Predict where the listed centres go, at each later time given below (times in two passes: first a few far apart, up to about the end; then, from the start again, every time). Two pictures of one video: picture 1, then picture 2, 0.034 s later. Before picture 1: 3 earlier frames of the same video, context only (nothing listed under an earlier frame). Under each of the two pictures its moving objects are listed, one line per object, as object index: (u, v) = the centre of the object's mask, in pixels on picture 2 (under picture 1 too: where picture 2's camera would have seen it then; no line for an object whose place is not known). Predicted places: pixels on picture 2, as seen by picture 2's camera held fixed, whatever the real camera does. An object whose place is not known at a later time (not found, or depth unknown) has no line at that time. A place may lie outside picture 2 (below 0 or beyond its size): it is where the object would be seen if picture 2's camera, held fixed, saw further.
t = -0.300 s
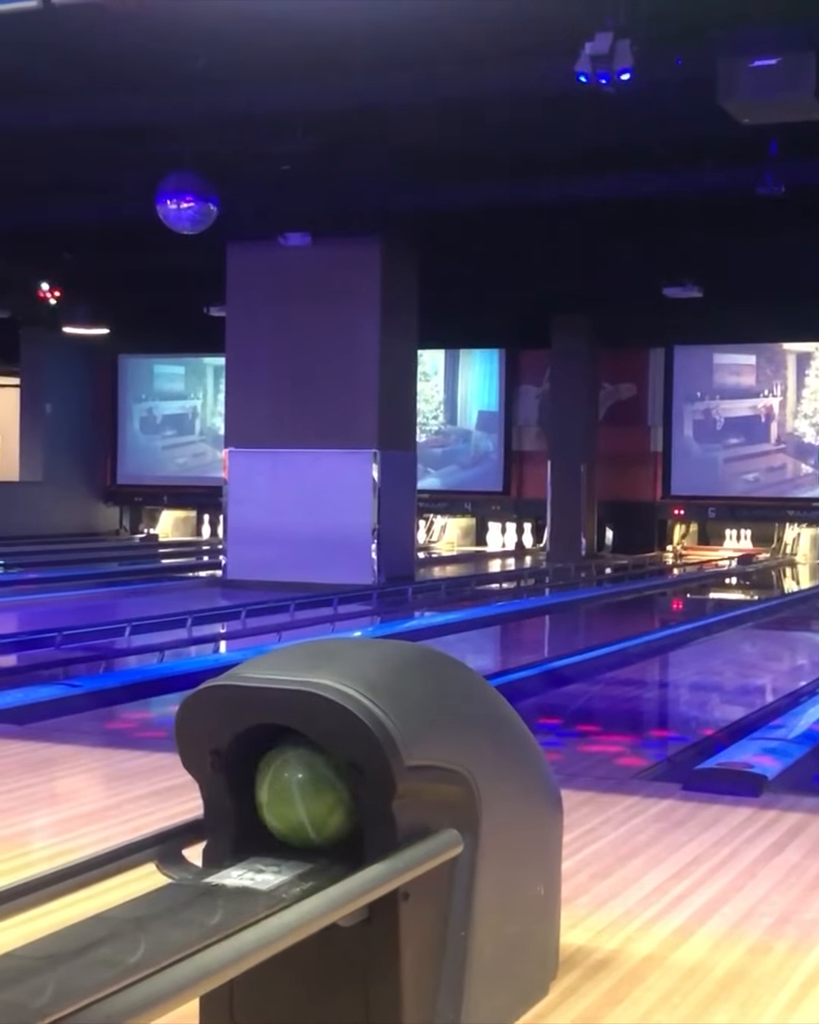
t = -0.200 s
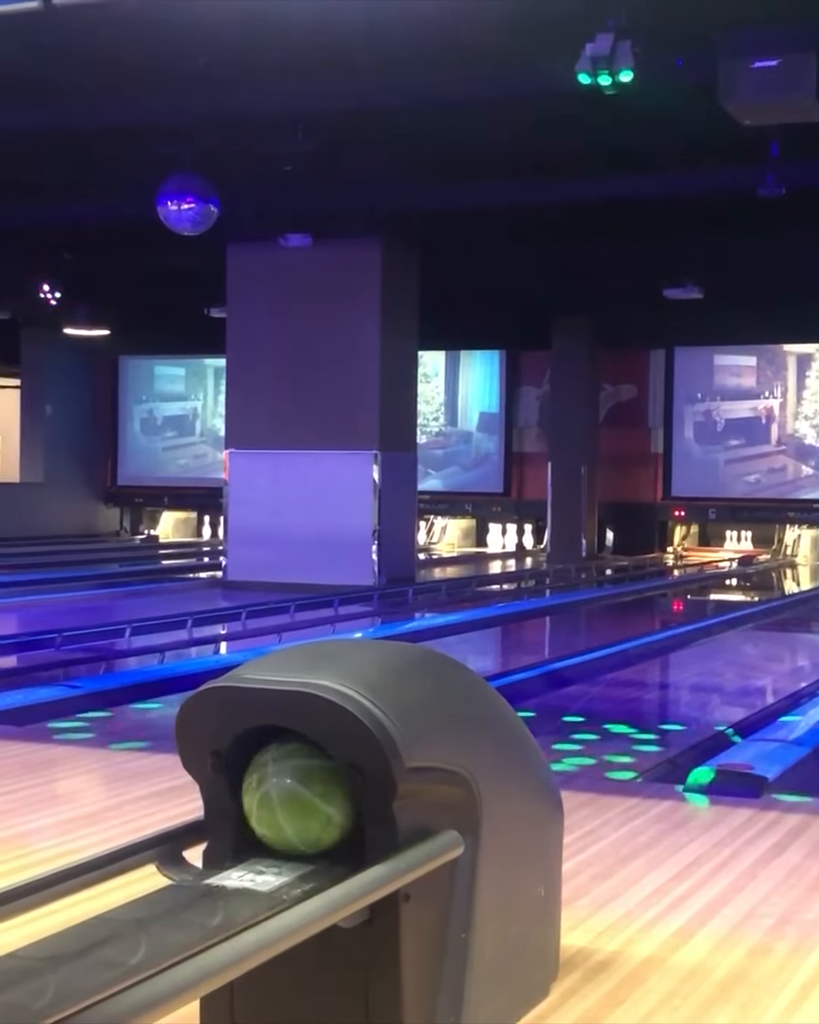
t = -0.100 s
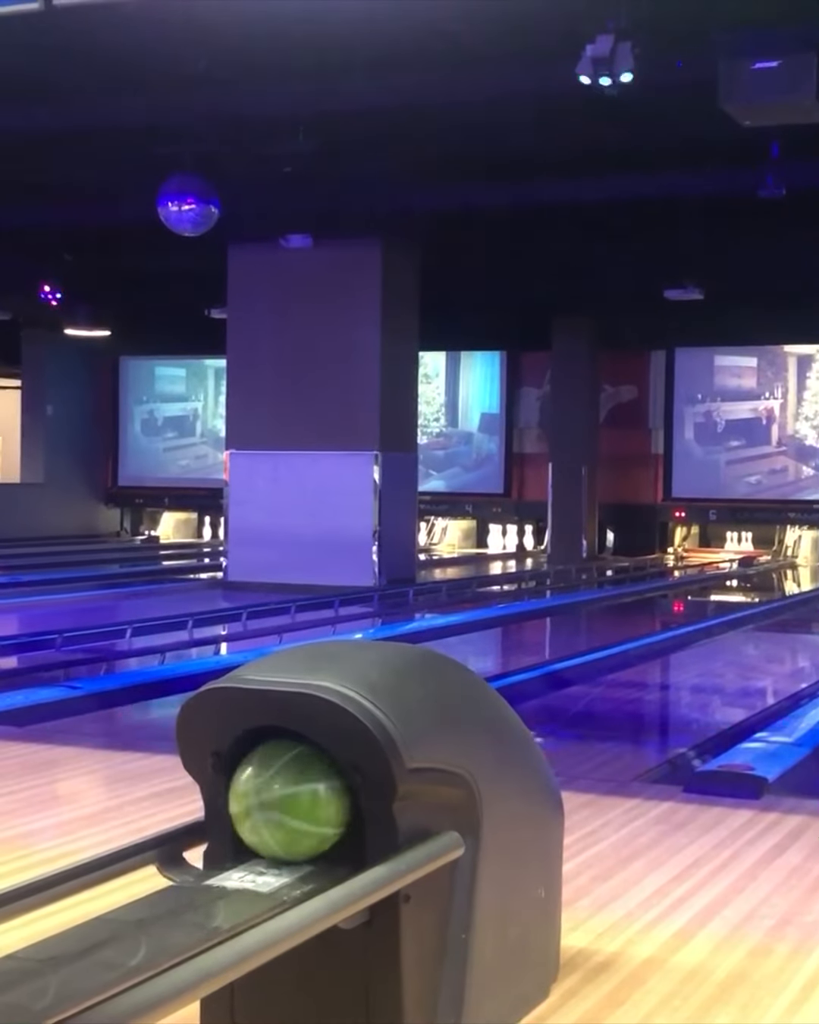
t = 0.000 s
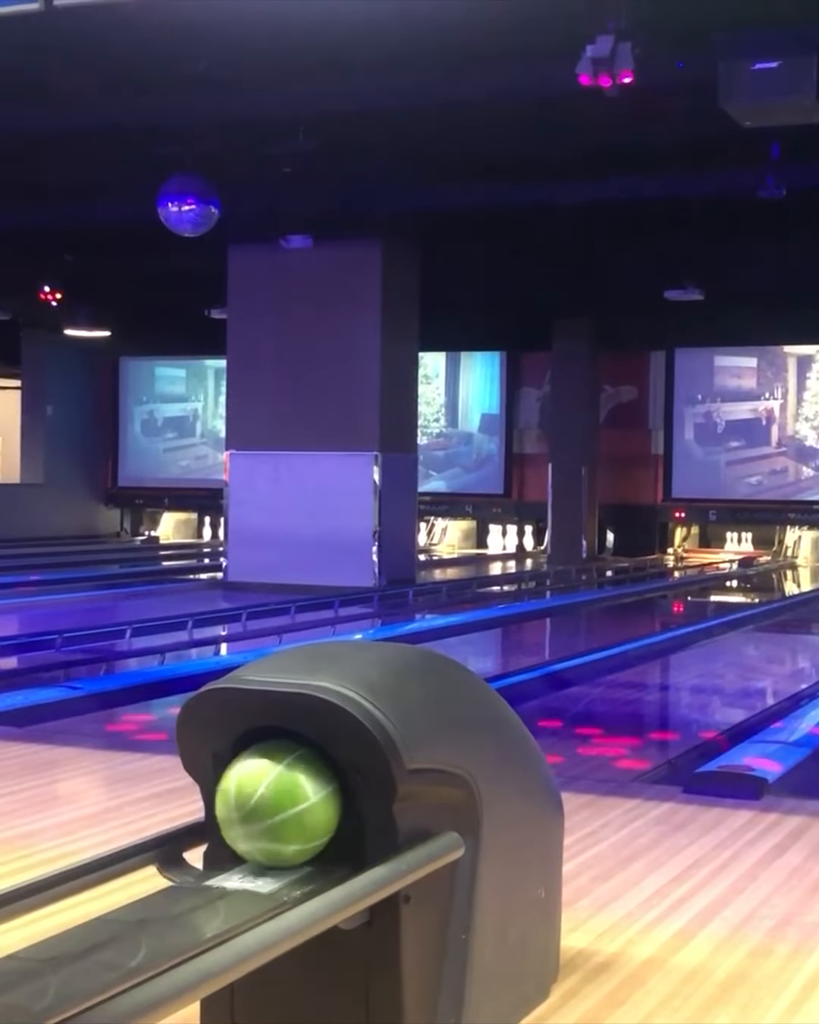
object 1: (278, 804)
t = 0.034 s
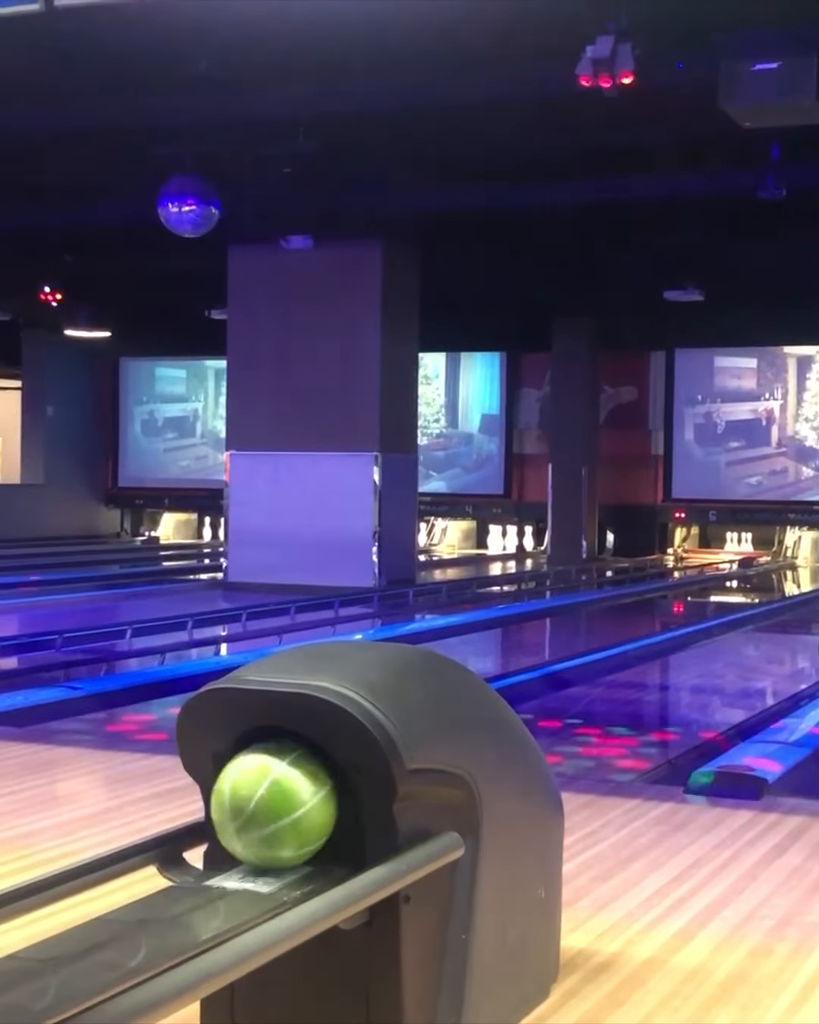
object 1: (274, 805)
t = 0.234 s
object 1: (248, 815)
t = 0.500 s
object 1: (213, 830)
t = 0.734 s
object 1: (174, 845)
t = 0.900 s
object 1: (141, 856)
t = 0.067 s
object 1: (269, 807)
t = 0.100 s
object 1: (265, 809)
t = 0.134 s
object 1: (261, 810)
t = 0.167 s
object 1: (257, 811)
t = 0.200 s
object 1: (252, 813)
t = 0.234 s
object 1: (248, 815)
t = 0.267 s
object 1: (244, 817)
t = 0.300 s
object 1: (238, 818)
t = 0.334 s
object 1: (234, 820)
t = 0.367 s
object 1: (230, 822)
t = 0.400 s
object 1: (226, 824)
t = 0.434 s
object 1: (222, 827)
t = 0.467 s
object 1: (217, 828)
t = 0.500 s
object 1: (213, 830)
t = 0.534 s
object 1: (206, 832)
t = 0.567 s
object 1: (200, 834)
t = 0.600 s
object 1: (194, 836)
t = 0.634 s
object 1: (189, 838)
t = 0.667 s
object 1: (184, 840)
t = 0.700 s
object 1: (179, 843)
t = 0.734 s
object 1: (174, 845)
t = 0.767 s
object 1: (168, 847)
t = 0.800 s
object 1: (162, 849)
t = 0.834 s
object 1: (155, 851)
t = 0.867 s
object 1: (148, 853)
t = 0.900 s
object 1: (141, 856)
